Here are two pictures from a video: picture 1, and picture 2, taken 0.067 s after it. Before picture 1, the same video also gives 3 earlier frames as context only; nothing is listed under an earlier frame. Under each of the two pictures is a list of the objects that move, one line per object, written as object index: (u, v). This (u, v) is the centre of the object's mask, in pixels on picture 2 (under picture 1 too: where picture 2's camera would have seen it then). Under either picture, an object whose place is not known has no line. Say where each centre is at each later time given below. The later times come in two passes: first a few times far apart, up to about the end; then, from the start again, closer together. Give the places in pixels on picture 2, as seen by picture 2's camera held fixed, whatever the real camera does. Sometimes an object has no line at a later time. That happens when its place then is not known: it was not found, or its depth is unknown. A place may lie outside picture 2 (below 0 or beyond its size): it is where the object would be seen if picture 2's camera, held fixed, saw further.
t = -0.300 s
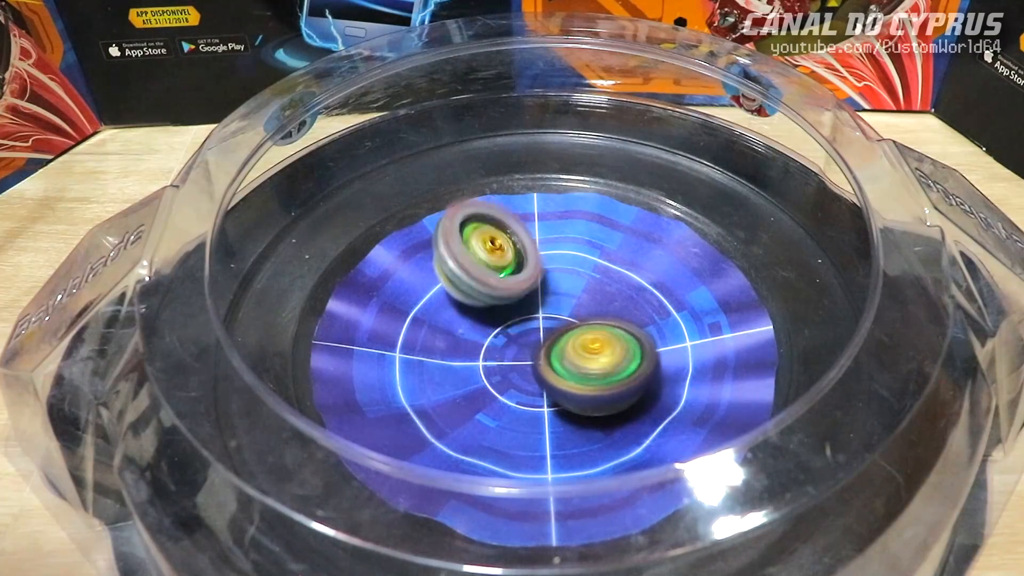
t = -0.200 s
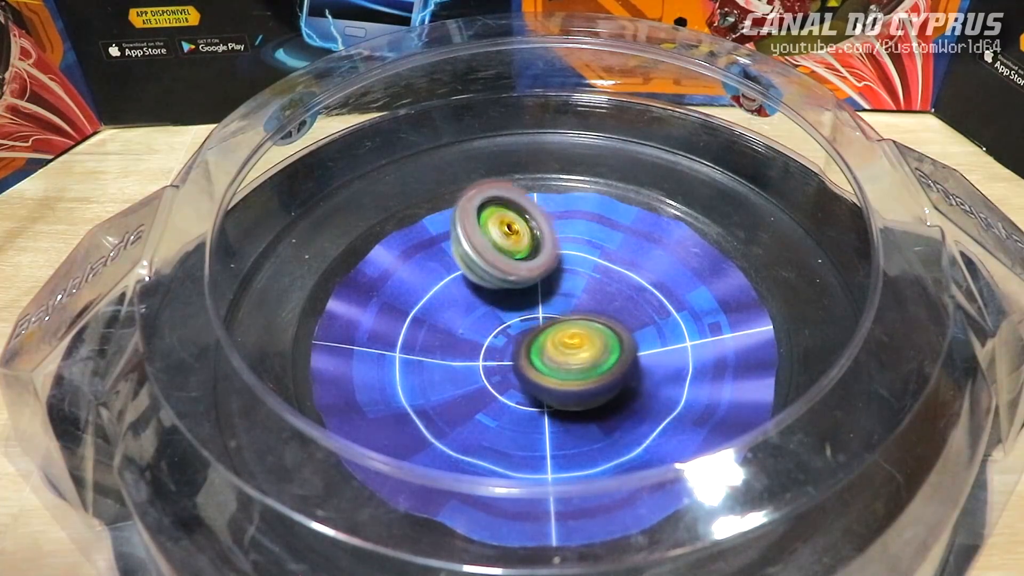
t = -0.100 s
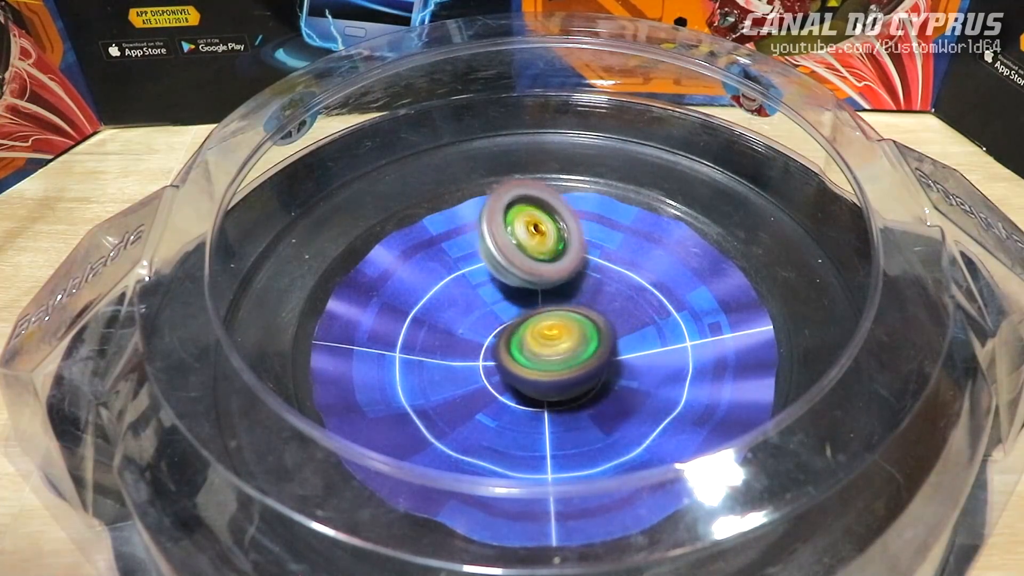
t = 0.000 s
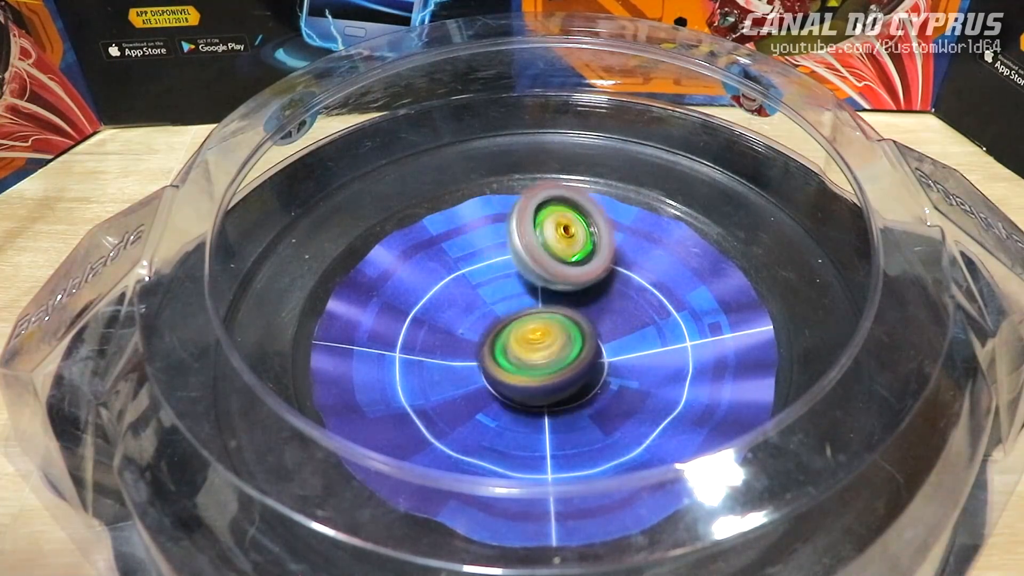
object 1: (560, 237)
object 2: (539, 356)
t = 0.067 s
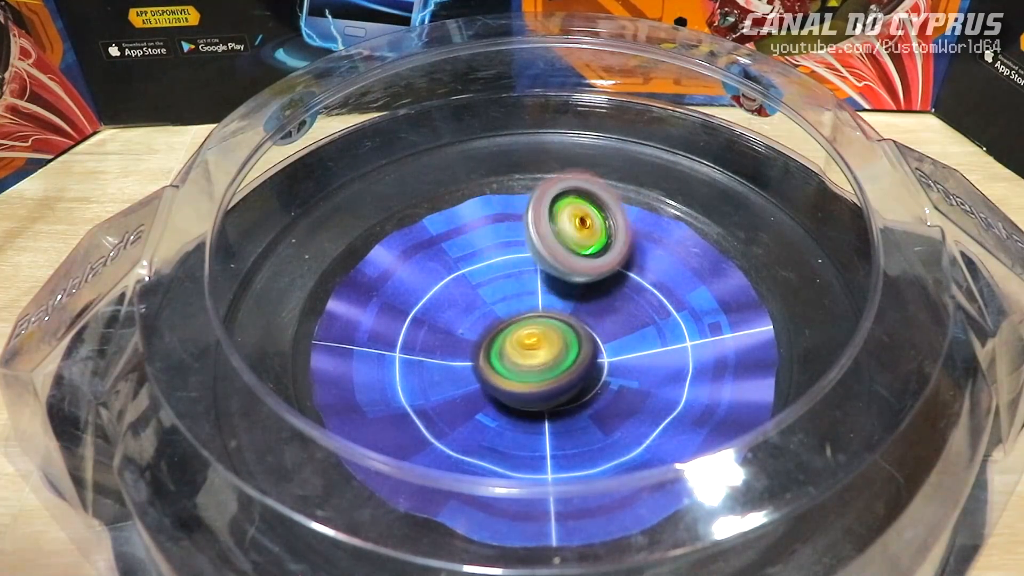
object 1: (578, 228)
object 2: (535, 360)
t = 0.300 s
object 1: (612, 251)
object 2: (529, 340)
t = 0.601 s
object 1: (631, 275)
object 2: (517, 323)
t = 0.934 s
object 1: (621, 276)
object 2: (490, 310)
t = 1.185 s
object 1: (601, 313)
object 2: (482, 300)
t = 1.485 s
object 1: (607, 334)
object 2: (497, 307)
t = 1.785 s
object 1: (663, 326)
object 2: (499, 329)
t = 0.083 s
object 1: (582, 227)
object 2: (534, 359)
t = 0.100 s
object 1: (586, 226)
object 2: (534, 358)
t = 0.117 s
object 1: (589, 225)
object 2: (533, 358)
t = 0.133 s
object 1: (592, 225)
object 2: (533, 356)
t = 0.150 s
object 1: (595, 227)
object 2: (532, 355)
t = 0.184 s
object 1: (600, 230)
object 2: (532, 350)
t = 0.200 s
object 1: (603, 233)
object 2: (532, 348)
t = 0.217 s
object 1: (604, 235)
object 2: (532, 346)
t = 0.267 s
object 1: (608, 246)
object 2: (532, 340)
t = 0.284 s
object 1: (609, 250)
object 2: (532, 339)
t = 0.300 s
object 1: (612, 251)
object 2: (529, 340)
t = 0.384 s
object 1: (633, 248)
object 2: (517, 344)
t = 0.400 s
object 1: (635, 248)
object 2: (516, 344)
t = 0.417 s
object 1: (638, 249)
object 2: (516, 342)
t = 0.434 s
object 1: (640, 250)
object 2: (515, 341)
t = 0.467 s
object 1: (643, 253)
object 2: (514, 337)
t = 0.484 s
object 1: (644, 254)
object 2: (514, 335)
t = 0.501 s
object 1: (644, 256)
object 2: (514, 333)
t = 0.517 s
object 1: (643, 259)
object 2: (515, 331)
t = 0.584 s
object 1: (634, 272)
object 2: (516, 324)
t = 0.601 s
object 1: (631, 275)
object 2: (517, 323)
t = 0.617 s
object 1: (636, 275)
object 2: (509, 323)
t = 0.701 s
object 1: (661, 270)
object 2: (479, 326)
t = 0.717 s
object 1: (664, 269)
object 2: (477, 326)
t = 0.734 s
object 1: (666, 269)
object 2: (476, 325)
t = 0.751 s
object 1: (666, 269)
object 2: (475, 325)
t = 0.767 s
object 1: (666, 269)
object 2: (475, 324)
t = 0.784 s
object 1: (666, 268)
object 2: (476, 323)
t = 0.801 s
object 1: (664, 269)
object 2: (478, 322)
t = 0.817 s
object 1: (662, 269)
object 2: (479, 320)
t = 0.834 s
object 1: (657, 270)
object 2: (480, 319)
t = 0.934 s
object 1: (621, 276)
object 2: (490, 310)
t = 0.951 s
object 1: (614, 278)
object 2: (491, 310)
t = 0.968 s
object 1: (609, 281)
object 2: (491, 309)
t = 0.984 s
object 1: (610, 283)
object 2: (485, 307)
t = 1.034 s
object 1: (612, 288)
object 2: (477, 304)
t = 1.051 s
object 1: (612, 289)
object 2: (476, 303)
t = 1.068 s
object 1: (611, 293)
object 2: (476, 303)
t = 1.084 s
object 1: (611, 295)
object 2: (477, 302)
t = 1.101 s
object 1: (610, 298)
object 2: (477, 302)
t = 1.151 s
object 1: (605, 307)
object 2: (480, 300)
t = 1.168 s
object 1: (603, 309)
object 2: (481, 300)
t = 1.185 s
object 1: (601, 313)
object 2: (482, 300)
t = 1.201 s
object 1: (601, 316)
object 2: (482, 299)
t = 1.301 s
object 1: (606, 331)
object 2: (485, 297)
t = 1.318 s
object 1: (607, 333)
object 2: (486, 297)
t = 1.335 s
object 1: (607, 334)
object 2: (488, 298)
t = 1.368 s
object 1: (609, 336)
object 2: (490, 299)
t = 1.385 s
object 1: (609, 336)
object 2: (491, 300)
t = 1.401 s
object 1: (609, 336)
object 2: (493, 301)
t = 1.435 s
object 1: (608, 335)
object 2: (495, 303)
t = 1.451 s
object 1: (607, 335)
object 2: (496, 304)
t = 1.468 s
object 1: (607, 334)
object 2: (497, 306)
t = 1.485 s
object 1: (607, 334)
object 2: (497, 307)
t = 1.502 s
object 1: (610, 334)
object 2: (497, 307)
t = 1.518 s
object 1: (613, 334)
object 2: (497, 309)
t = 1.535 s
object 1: (615, 334)
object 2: (498, 310)
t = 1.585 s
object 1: (620, 332)
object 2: (501, 314)
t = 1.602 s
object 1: (621, 332)
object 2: (502, 316)
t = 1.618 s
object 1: (626, 332)
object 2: (500, 317)
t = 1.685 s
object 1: (649, 329)
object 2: (494, 321)
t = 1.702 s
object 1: (652, 329)
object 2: (494, 323)
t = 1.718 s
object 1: (656, 328)
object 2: (495, 324)
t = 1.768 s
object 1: (662, 326)
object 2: (498, 328)
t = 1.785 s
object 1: (663, 326)
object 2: (499, 329)
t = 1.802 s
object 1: (663, 325)
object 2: (500, 330)
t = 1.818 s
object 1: (662, 325)
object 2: (501, 332)
